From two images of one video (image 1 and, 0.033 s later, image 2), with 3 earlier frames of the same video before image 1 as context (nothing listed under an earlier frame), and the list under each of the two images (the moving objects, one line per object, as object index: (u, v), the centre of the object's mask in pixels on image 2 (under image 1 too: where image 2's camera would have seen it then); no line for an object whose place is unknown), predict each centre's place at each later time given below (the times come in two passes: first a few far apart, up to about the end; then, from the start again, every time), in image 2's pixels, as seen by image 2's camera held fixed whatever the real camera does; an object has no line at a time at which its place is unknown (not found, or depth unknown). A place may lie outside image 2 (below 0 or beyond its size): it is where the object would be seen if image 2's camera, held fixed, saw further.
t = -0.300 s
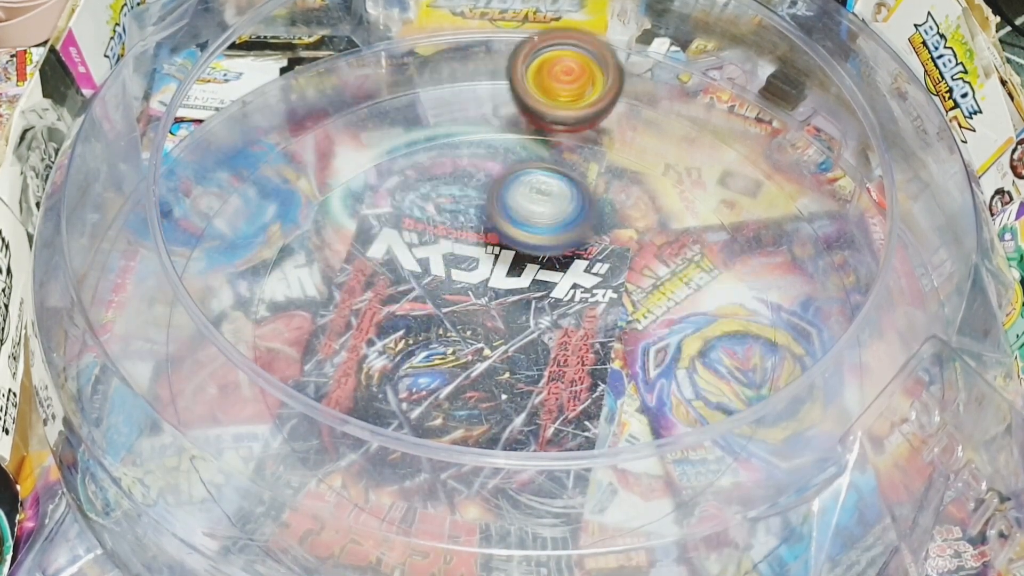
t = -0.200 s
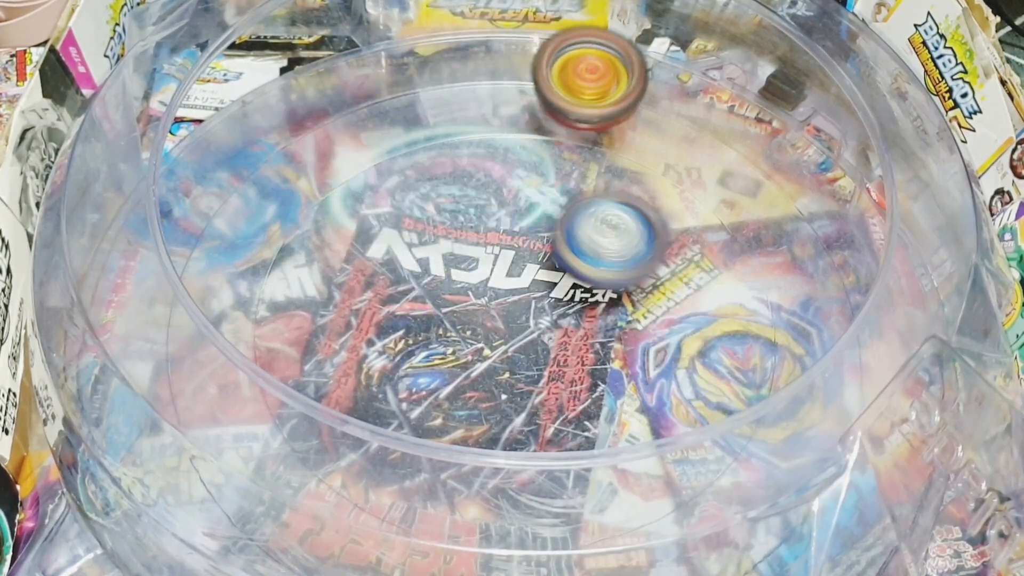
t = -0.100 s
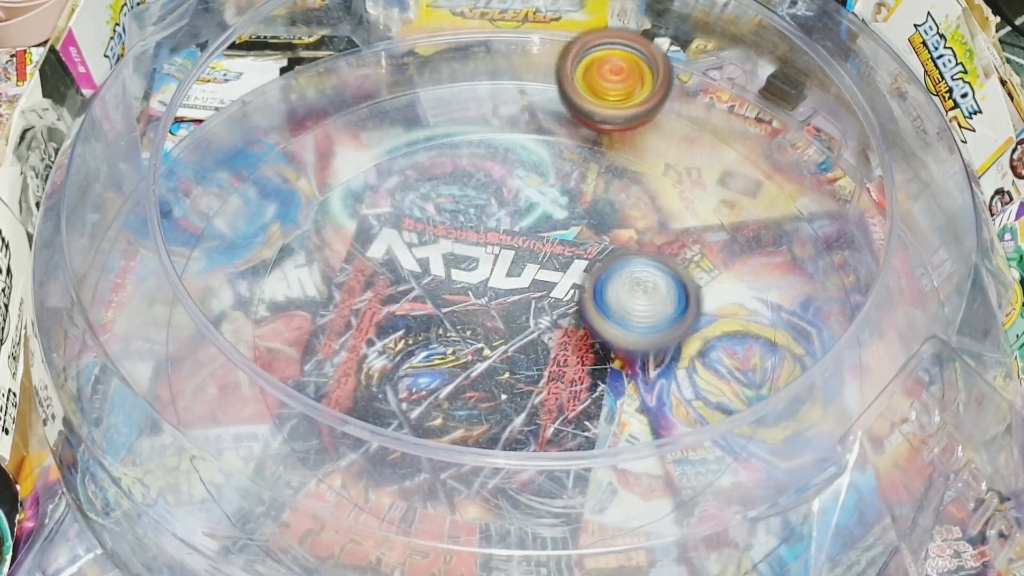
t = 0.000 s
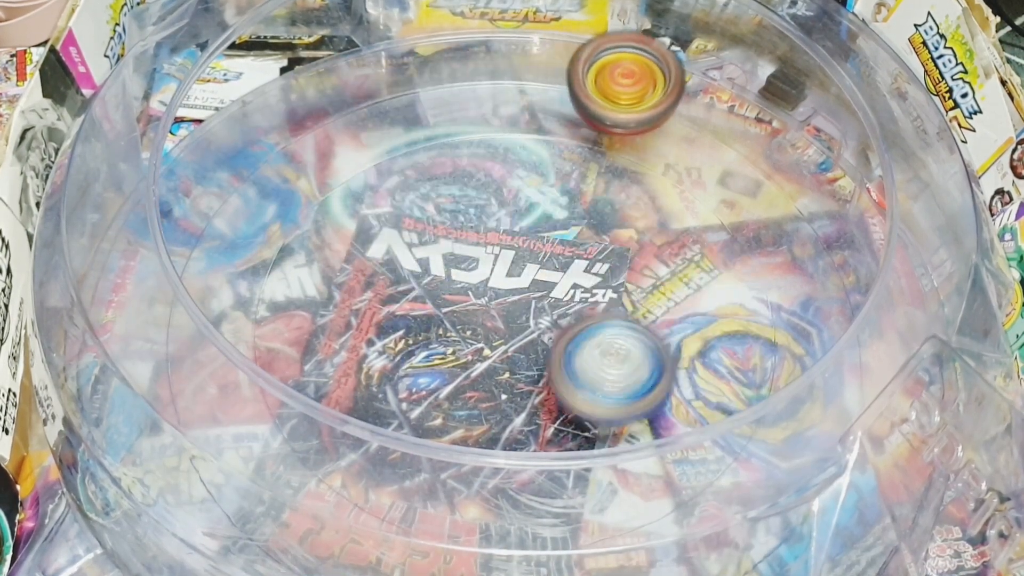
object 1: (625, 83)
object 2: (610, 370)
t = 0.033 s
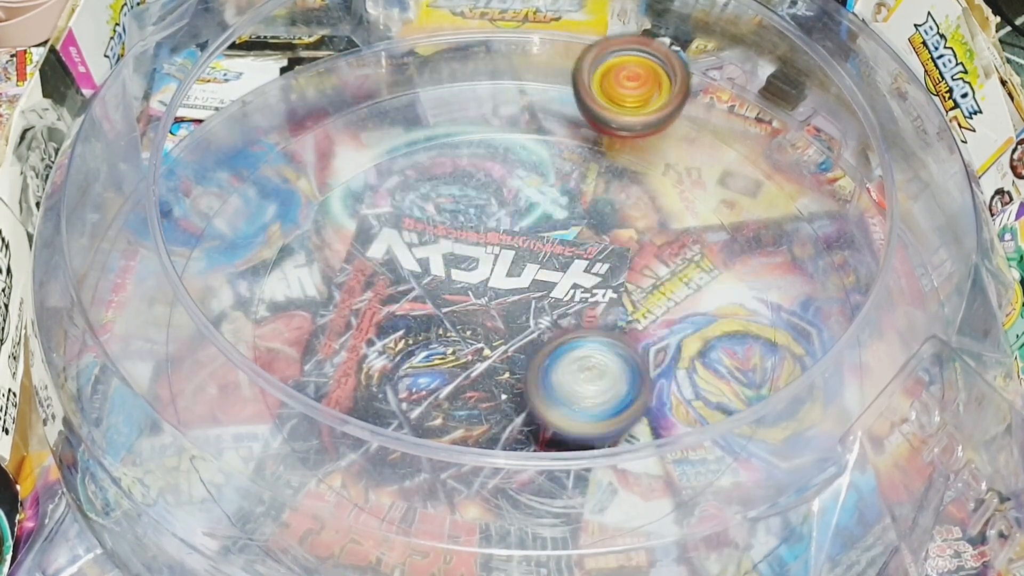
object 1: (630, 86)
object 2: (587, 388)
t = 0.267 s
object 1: (678, 102)
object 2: (415, 341)
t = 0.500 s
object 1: (719, 128)
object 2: (500, 232)
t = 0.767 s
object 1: (766, 165)
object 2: (617, 343)
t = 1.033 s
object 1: (801, 211)
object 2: (445, 344)
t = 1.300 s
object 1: (814, 263)
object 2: (537, 258)
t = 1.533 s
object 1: (804, 304)
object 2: (574, 345)
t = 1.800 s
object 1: (770, 345)
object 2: (478, 320)
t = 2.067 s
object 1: (675, 341)
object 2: (552, 289)
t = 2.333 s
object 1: (633, 324)
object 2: (505, 275)
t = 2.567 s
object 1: (615, 335)
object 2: (505, 228)
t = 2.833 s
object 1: (581, 381)
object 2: (551, 236)
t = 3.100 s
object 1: (553, 386)
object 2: (513, 271)
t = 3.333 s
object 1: (523, 381)
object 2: (474, 281)
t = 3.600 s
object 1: (494, 387)
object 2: (489, 276)
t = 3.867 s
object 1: (475, 382)
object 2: (517, 283)
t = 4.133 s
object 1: (445, 377)
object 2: (546, 311)
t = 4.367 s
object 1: (404, 368)
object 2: (553, 327)
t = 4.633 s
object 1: (385, 346)
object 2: (539, 337)
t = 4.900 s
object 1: (387, 308)
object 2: (530, 305)
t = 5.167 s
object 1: (428, 275)
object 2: (570, 300)
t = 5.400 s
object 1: (461, 251)
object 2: (564, 334)
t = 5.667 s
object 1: (484, 213)
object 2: (516, 356)
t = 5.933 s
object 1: (533, 199)
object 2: (477, 348)
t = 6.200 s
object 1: (578, 187)
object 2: (480, 328)
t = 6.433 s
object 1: (613, 206)
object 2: (542, 322)
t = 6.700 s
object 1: (634, 249)
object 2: (565, 352)
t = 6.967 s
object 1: (630, 289)
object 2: (503, 346)
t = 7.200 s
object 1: (631, 322)
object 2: (477, 296)
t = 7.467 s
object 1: (595, 359)
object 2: (525, 271)
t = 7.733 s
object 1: (559, 386)
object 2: (552, 275)
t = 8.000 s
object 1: (497, 405)
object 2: (563, 254)
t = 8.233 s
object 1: (462, 369)
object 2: (549, 280)
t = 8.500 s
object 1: (366, 370)
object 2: (559, 270)
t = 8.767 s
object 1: (357, 364)
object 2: (515, 290)
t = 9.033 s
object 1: (369, 345)
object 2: (490, 273)
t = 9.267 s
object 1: (409, 332)
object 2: (536, 287)
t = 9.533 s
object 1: (434, 324)
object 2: (570, 332)
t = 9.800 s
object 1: (445, 300)
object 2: (564, 364)
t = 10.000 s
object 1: (451, 277)
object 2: (540, 362)
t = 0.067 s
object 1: (638, 89)
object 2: (559, 397)
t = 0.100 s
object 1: (646, 91)
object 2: (530, 399)
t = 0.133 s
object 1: (654, 93)
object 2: (499, 397)
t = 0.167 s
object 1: (661, 96)
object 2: (470, 391)
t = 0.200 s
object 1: (668, 98)
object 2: (446, 377)
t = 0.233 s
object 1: (674, 100)
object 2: (428, 361)
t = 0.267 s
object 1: (678, 102)
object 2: (415, 341)
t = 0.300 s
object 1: (681, 104)
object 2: (410, 320)
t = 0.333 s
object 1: (687, 107)
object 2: (412, 300)
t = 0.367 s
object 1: (692, 111)
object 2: (420, 281)
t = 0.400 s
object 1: (699, 115)
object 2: (432, 263)
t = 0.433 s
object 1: (706, 120)
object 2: (450, 248)
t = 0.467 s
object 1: (713, 124)
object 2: (476, 238)
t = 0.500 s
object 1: (719, 128)
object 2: (500, 232)
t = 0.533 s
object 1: (726, 132)
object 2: (528, 232)
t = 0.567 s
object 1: (732, 136)
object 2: (553, 235)
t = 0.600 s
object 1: (738, 140)
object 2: (579, 246)
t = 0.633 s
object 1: (744, 145)
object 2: (599, 259)
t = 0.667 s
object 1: (750, 149)
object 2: (613, 278)
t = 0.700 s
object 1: (755, 154)
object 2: (621, 300)
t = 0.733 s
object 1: (761, 159)
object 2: (623, 322)
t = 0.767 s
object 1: (766, 165)
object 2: (617, 343)
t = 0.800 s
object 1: (771, 171)
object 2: (603, 360)
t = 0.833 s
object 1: (775, 176)
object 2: (585, 374)
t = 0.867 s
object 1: (780, 182)
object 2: (560, 383)
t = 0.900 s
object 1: (784, 188)
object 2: (534, 387)
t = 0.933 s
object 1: (789, 194)
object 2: (505, 383)
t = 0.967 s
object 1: (793, 199)
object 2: (481, 374)
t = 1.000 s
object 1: (797, 205)
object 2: (459, 361)
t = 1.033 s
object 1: (801, 211)
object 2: (445, 344)
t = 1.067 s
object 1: (804, 217)
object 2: (438, 326)
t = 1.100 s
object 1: (807, 224)
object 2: (441, 307)
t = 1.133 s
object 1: (809, 230)
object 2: (448, 291)
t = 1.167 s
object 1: (812, 237)
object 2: (463, 275)
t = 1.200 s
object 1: (814, 243)
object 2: (477, 267)
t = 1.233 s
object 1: (814, 250)
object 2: (497, 259)
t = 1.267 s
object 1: (814, 257)
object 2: (517, 256)
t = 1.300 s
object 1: (814, 263)
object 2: (537, 258)
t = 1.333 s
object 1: (814, 269)
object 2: (555, 265)
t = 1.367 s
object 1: (813, 275)
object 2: (570, 273)
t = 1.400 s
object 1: (812, 281)
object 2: (581, 287)
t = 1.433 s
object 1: (810, 287)
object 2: (586, 301)
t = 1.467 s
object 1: (809, 293)
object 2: (586, 317)
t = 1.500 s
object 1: (806, 299)
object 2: (582, 332)
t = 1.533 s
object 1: (804, 304)
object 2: (574, 345)
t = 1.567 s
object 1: (801, 309)
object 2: (562, 355)
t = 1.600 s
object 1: (798, 314)
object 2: (546, 362)
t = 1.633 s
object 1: (794, 320)
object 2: (530, 364)
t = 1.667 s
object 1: (802, 330)
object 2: (513, 361)
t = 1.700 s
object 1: (786, 331)
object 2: (498, 355)
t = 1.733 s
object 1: (781, 335)
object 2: (489, 346)
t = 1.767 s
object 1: (776, 340)
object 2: (481, 334)
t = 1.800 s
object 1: (770, 345)
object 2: (478, 320)
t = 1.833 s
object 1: (765, 349)
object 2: (481, 306)
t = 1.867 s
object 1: (759, 354)
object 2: (488, 295)
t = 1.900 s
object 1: (752, 357)
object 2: (498, 288)
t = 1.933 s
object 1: (740, 358)
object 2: (511, 281)
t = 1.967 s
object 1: (727, 357)
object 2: (523, 279)
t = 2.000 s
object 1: (712, 353)
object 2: (534, 279)
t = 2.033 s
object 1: (694, 348)
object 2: (544, 283)
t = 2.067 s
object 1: (675, 341)
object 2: (552, 289)
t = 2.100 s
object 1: (672, 341)
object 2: (549, 291)
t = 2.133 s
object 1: (677, 343)
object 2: (532, 288)
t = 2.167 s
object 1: (673, 341)
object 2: (520, 285)
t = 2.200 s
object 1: (668, 338)
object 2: (515, 284)
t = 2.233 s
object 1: (659, 333)
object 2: (512, 284)
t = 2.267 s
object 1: (648, 329)
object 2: (512, 283)
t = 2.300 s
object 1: (635, 325)
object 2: (513, 282)
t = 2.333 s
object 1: (633, 324)
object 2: (505, 275)
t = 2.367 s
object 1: (629, 323)
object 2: (501, 268)
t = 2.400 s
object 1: (622, 322)
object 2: (501, 262)
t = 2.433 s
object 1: (611, 321)
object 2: (506, 258)
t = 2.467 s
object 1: (615, 328)
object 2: (502, 248)
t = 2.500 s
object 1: (618, 333)
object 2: (497, 237)
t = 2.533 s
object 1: (617, 335)
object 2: (498, 231)
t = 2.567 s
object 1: (615, 335)
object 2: (505, 228)
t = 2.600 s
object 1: (610, 336)
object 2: (514, 228)
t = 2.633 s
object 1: (604, 337)
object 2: (527, 230)
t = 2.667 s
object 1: (597, 338)
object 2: (538, 234)
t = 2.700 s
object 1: (593, 347)
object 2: (545, 236)
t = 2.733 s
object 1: (591, 364)
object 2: (545, 231)
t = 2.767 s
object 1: (588, 374)
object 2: (546, 229)
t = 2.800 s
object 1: (585, 379)
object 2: (548, 232)
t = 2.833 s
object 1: (581, 381)
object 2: (551, 236)
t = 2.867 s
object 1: (577, 381)
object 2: (552, 242)
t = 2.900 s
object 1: (572, 379)
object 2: (552, 252)
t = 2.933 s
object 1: (567, 375)
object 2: (549, 262)
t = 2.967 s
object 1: (562, 374)
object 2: (542, 270)
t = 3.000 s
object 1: (561, 379)
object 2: (534, 268)
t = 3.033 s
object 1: (559, 382)
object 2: (526, 267)
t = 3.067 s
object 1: (556, 385)
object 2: (519, 267)
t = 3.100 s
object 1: (553, 386)
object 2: (513, 271)
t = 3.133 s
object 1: (548, 388)
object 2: (506, 273)
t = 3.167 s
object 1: (544, 388)
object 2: (500, 276)
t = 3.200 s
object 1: (540, 387)
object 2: (493, 278)
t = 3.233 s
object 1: (536, 385)
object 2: (486, 280)
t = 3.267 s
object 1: (531, 383)
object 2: (481, 281)
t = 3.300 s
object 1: (527, 381)
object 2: (477, 282)
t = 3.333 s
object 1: (523, 381)
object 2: (474, 281)
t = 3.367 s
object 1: (518, 381)
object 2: (473, 278)
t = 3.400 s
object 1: (512, 382)
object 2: (474, 277)
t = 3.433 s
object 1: (508, 382)
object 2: (476, 277)
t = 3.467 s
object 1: (503, 382)
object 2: (479, 277)
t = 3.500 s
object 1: (500, 382)
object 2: (482, 277)
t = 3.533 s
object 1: (497, 382)
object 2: (485, 277)
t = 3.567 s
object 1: (495, 384)
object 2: (487, 278)
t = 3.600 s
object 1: (494, 387)
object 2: (489, 276)
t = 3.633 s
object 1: (492, 388)
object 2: (493, 275)
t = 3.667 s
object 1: (490, 386)
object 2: (496, 276)
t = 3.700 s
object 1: (488, 383)
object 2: (500, 279)
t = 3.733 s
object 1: (486, 383)
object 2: (503, 280)
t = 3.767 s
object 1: (483, 382)
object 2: (506, 280)
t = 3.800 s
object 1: (480, 383)
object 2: (509, 281)
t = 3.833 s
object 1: (478, 382)
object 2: (513, 282)
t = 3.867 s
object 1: (475, 382)
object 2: (517, 283)
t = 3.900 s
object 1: (470, 389)
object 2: (524, 276)
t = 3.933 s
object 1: (465, 390)
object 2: (530, 273)
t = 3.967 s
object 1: (461, 390)
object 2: (537, 274)
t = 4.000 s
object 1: (457, 388)
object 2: (542, 279)
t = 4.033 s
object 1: (455, 386)
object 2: (545, 286)
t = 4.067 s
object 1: (453, 382)
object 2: (547, 295)
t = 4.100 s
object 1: (451, 378)
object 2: (546, 305)
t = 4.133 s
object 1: (445, 377)
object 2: (546, 311)
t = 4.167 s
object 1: (439, 376)
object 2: (546, 315)
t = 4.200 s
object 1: (432, 374)
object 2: (546, 318)
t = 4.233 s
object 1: (424, 374)
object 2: (549, 318)
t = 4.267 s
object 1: (420, 371)
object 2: (548, 322)
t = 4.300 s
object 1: (418, 368)
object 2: (546, 327)
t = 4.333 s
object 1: (417, 367)
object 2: (543, 330)
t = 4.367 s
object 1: (404, 368)
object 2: (553, 327)
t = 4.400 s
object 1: (396, 367)
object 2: (558, 325)
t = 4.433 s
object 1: (391, 365)
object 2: (560, 325)
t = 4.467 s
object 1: (387, 363)
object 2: (561, 328)
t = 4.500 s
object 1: (384, 360)
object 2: (559, 330)
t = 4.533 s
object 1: (383, 357)
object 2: (556, 333)
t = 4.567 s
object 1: (383, 354)
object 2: (551, 335)
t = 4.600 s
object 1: (383, 350)
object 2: (545, 337)
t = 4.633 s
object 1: (385, 346)
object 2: (539, 337)
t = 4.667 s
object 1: (386, 341)
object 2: (533, 336)
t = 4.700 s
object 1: (390, 336)
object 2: (527, 334)
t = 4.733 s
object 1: (388, 331)
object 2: (525, 330)
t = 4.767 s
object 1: (385, 327)
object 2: (525, 326)
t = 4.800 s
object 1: (383, 322)
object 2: (524, 320)
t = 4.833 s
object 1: (383, 317)
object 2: (526, 314)
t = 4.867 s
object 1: (384, 313)
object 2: (527, 310)
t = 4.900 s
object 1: (387, 308)
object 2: (530, 305)
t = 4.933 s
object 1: (390, 303)
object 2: (533, 301)
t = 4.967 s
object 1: (394, 298)
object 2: (536, 298)
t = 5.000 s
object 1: (400, 295)
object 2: (541, 297)
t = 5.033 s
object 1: (408, 291)
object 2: (546, 295)
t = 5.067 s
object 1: (416, 287)
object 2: (550, 295)
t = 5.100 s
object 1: (424, 283)
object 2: (555, 296)
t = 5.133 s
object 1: (426, 280)
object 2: (563, 298)
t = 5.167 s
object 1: (428, 275)
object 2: (570, 300)
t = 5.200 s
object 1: (432, 272)
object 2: (573, 304)
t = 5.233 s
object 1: (436, 268)
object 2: (575, 308)
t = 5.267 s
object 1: (442, 265)
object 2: (575, 314)
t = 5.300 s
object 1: (448, 262)
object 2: (573, 318)
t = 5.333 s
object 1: (455, 259)
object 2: (569, 323)
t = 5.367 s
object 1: (459, 256)
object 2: (566, 328)
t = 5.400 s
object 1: (461, 251)
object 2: (564, 334)
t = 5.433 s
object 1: (463, 246)
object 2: (559, 338)
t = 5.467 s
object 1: (467, 243)
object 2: (552, 341)
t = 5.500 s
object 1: (471, 239)
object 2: (543, 342)
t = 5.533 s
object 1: (475, 236)
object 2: (533, 342)
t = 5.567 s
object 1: (480, 234)
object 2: (525, 341)
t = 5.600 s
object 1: (481, 224)
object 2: (524, 349)
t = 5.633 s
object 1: (482, 217)
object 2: (521, 354)
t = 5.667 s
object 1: (484, 213)
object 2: (516, 356)
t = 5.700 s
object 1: (490, 211)
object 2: (508, 356)
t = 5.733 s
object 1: (494, 210)
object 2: (501, 354)
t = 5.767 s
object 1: (498, 210)
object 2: (495, 349)
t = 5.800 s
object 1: (504, 213)
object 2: (489, 343)
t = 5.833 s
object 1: (509, 215)
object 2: (486, 334)
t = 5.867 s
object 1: (514, 218)
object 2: (485, 330)
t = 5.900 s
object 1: (525, 207)
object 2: (481, 341)
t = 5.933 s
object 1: (533, 199)
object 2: (477, 348)
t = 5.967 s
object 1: (539, 194)
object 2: (473, 350)
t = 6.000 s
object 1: (546, 190)
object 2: (470, 350)
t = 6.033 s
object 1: (552, 187)
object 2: (468, 348)
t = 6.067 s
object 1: (557, 186)
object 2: (466, 345)
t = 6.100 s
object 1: (562, 185)
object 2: (467, 339)
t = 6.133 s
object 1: (567, 185)
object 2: (469, 336)
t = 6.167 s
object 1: (572, 185)
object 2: (473, 332)
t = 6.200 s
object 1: (578, 187)
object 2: (480, 328)
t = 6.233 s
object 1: (583, 189)
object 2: (486, 324)
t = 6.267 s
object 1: (588, 191)
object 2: (495, 321)
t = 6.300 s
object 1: (593, 194)
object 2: (504, 319)
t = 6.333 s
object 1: (598, 196)
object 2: (513, 319)
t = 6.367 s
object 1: (604, 199)
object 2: (523, 319)
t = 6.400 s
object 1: (609, 203)
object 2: (533, 320)
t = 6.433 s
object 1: (613, 206)
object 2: (542, 322)
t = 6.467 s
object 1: (618, 210)
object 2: (550, 325)
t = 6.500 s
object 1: (621, 215)
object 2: (556, 328)
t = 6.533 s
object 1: (625, 220)
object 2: (562, 332)
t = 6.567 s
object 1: (627, 226)
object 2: (565, 336)
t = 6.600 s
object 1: (630, 231)
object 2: (567, 340)
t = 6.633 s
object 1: (632, 236)
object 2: (567, 343)
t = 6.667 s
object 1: (633, 243)
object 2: (567, 349)
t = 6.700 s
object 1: (634, 249)
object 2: (565, 352)
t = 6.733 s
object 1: (634, 255)
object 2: (560, 355)
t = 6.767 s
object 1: (633, 262)
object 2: (554, 356)
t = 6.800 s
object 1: (634, 264)
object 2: (544, 361)
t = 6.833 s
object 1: (635, 266)
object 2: (536, 364)
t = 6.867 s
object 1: (635, 271)
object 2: (526, 363)
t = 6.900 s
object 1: (634, 277)
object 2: (517, 358)
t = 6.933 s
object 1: (632, 283)
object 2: (509, 353)
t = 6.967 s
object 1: (630, 289)
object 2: (503, 346)
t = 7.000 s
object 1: (627, 295)
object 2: (500, 339)
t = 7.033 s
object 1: (632, 299)
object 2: (490, 331)
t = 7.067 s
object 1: (637, 301)
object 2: (479, 325)
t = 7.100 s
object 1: (638, 305)
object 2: (474, 318)
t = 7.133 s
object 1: (637, 310)
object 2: (472, 310)
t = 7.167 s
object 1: (635, 316)
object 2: (473, 303)
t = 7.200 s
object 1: (631, 322)
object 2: (477, 296)
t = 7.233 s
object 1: (629, 326)
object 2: (483, 291)
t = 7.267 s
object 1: (624, 332)
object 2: (488, 285)
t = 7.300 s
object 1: (620, 336)
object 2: (494, 282)
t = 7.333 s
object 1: (614, 340)
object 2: (503, 278)
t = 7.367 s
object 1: (608, 345)
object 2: (510, 276)
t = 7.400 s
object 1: (604, 350)
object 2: (516, 273)
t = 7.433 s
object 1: (599, 354)
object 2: (521, 271)
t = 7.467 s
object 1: (595, 359)
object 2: (525, 271)
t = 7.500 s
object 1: (590, 363)
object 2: (530, 270)
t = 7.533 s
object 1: (586, 367)
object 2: (535, 271)
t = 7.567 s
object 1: (583, 372)
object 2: (539, 272)
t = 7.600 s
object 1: (580, 378)
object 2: (542, 269)
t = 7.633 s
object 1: (576, 382)
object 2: (546, 269)
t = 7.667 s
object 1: (571, 384)
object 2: (549, 270)
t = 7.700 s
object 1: (565, 385)
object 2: (551, 272)
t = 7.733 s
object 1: (559, 386)
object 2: (552, 275)
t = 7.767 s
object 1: (552, 387)
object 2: (552, 279)
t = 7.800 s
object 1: (545, 388)
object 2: (551, 284)
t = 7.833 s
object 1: (535, 398)
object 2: (551, 276)
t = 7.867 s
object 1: (527, 404)
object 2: (552, 266)
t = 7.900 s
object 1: (518, 406)
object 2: (555, 260)
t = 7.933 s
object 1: (512, 406)
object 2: (558, 257)
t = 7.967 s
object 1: (504, 406)
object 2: (560, 255)
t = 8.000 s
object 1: (497, 405)
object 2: (563, 254)
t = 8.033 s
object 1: (490, 403)
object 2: (565, 255)
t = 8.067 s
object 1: (483, 400)
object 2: (566, 258)
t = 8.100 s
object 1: (477, 396)
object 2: (567, 261)
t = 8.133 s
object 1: (473, 392)
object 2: (565, 267)
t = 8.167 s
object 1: (468, 386)
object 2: (561, 271)
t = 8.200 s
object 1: (465, 378)
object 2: (556, 276)
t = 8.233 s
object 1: (462, 369)
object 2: (549, 280)
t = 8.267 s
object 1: (456, 365)
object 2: (545, 283)
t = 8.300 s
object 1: (438, 370)
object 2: (552, 272)
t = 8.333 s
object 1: (423, 371)
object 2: (556, 266)
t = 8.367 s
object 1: (407, 373)
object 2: (559, 264)
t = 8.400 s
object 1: (393, 372)
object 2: (560, 264)
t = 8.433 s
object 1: (382, 372)
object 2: (561, 265)
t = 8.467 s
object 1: (372, 370)
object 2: (560, 268)
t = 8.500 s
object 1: (366, 370)
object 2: (559, 270)
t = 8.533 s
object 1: (363, 369)
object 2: (556, 273)
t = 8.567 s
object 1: (360, 370)
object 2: (552, 276)
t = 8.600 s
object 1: (358, 369)
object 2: (545, 280)
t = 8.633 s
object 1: (357, 369)
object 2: (540, 284)
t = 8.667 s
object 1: (356, 368)
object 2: (535, 286)
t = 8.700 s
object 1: (356, 367)
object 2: (529, 289)
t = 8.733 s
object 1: (356, 365)
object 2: (522, 289)
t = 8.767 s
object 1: (357, 364)
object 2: (515, 290)
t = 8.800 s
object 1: (358, 361)
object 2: (509, 290)
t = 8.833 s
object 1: (359, 359)
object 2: (502, 291)
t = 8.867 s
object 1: (361, 356)
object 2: (495, 291)
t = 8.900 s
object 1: (365, 352)
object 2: (490, 288)
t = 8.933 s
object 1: (369, 348)
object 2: (487, 287)
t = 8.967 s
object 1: (374, 344)
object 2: (483, 285)
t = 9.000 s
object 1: (377, 341)
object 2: (481, 283)
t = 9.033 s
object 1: (369, 345)
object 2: (490, 273)
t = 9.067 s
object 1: (367, 347)
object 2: (501, 266)
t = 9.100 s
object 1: (371, 346)
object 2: (510, 265)
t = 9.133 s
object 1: (377, 345)
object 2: (518, 266)
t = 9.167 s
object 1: (383, 342)
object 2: (524, 271)
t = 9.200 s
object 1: (392, 339)
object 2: (528, 275)
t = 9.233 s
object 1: (400, 335)
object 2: (532, 281)
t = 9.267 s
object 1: (409, 332)
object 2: (536, 287)
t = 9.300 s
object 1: (417, 329)
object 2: (538, 294)
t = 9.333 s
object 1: (417, 329)
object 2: (547, 295)
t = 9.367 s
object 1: (420, 329)
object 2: (553, 300)
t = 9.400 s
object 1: (426, 328)
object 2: (556, 308)
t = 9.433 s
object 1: (423, 327)
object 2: (565, 313)
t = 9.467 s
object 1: (424, 327)
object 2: (571, 319)
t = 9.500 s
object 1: (429, 326)
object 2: (573, 325)
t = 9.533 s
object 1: (434, 324)
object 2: (570, 332)
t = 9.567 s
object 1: (431, 319)
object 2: (577, 337)
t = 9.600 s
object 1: (428, 317)
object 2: (583, 343)
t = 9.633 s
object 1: (429, 315)
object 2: (583, 348)
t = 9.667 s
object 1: (432, 313)
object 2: (582, 352)
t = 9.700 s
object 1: (435, 309)
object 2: (580, 356)
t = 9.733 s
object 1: (439, 307)
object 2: (576, 360)
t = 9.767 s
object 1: (444, 304)
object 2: (568, 362)
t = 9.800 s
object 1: (445, 300)
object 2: (564, 364)
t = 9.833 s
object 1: (441, 291)
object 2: (565, 367)
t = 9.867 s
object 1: (442, 287)
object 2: (562, 369)
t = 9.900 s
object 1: (443, 284)
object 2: (557, 370)
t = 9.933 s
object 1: (445, 282)
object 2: (551, 369)
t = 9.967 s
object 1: (448, 279)
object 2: (544, 366)
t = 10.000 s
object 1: (451, 277)
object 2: (540, 362)
